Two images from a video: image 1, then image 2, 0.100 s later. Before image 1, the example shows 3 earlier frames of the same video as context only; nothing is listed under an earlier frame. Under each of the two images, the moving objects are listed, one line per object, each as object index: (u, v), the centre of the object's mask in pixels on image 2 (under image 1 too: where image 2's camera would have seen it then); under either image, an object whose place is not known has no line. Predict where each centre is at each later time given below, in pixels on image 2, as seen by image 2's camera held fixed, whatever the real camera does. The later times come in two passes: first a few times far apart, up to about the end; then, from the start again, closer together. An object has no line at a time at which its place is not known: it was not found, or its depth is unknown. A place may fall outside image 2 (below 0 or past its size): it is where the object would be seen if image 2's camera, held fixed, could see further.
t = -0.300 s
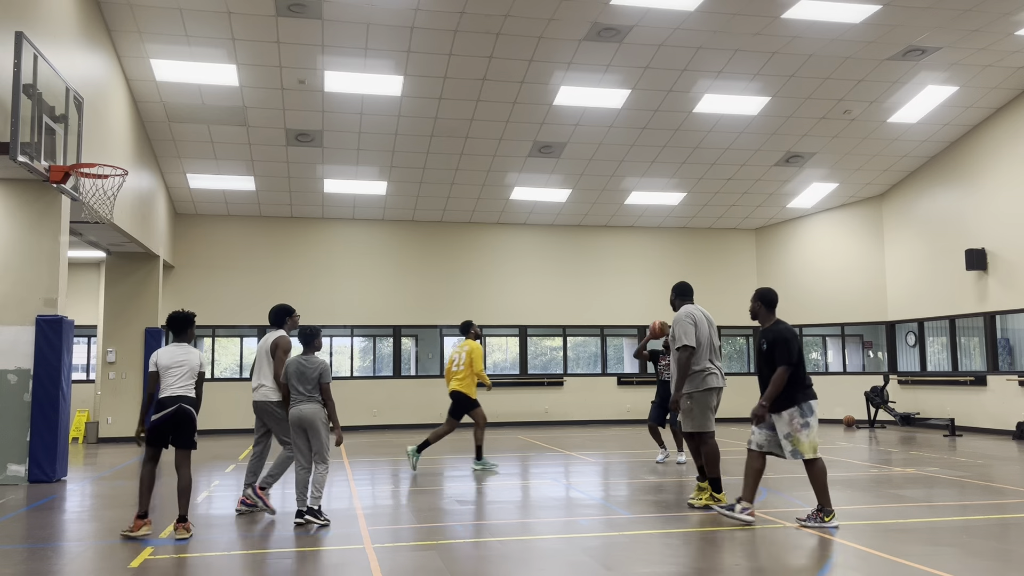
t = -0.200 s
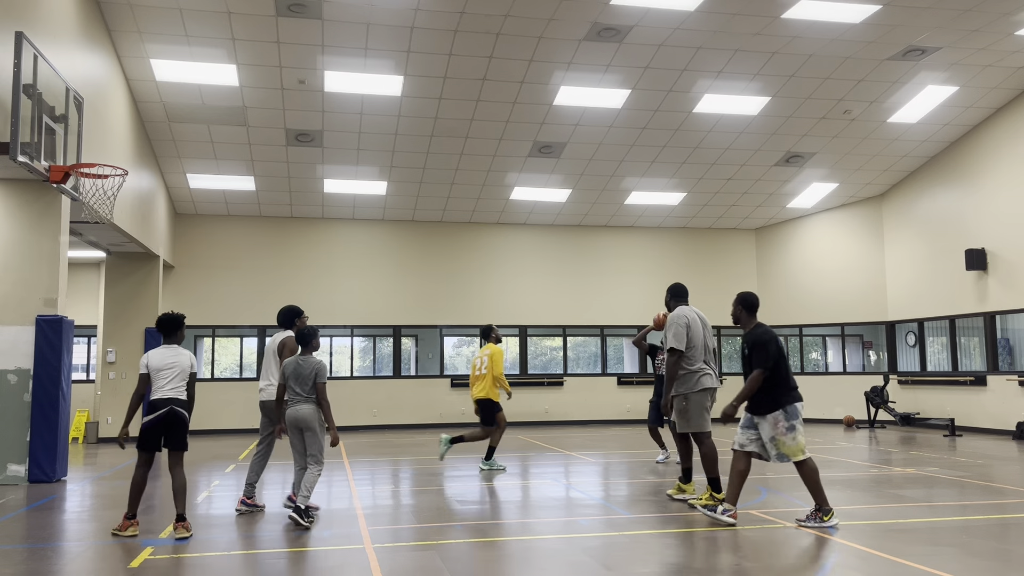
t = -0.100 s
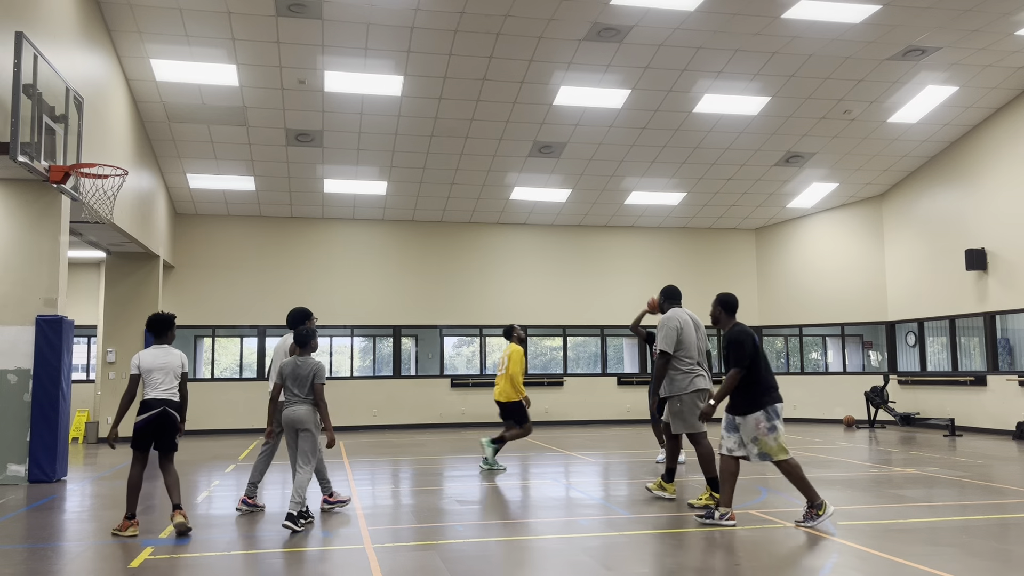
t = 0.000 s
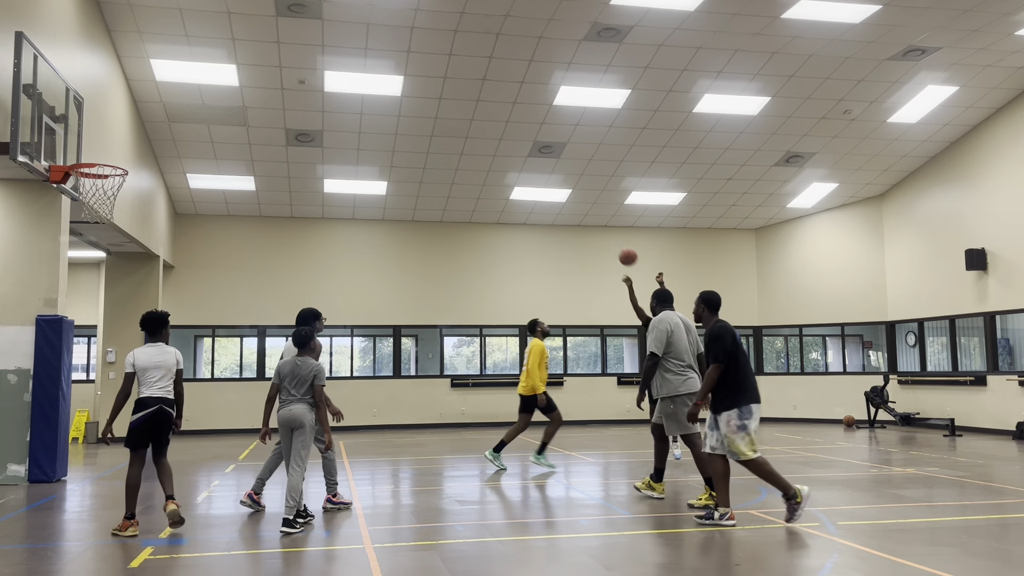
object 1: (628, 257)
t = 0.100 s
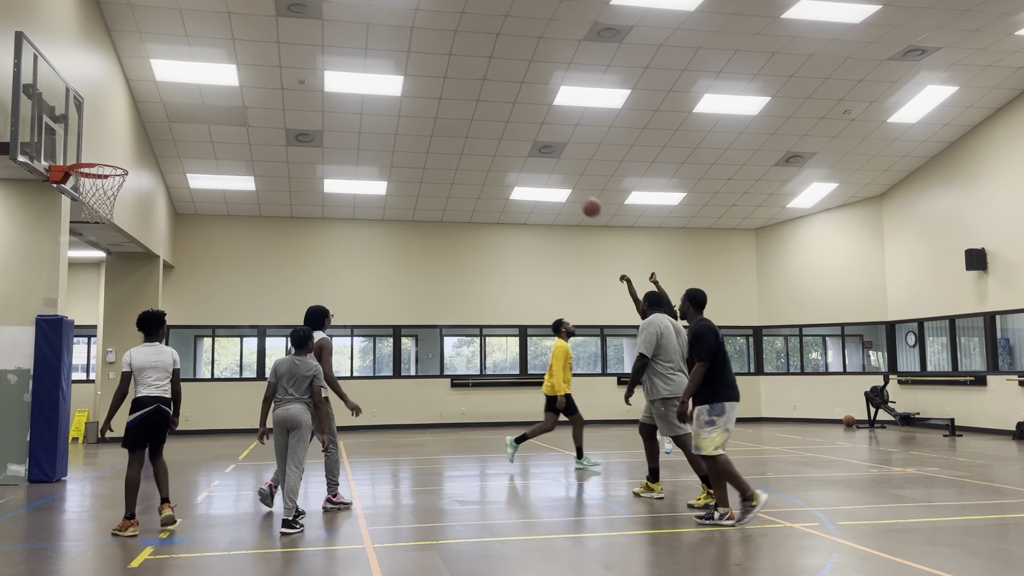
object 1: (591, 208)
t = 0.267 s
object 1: (528, 140)
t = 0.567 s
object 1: (407, 65)
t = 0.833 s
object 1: (288, 60)
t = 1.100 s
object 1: (153, 121)
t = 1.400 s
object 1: (109, 113)
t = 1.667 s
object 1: (176, 107)
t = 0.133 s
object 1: (579, 193)
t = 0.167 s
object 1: (567, 178)
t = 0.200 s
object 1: (554, 164)
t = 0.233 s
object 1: (541, 151)
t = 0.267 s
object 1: (528, 140)
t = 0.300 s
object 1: (515, 129)
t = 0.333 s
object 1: (502, 118)
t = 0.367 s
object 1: (489, 108)
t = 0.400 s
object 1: (475, 99)
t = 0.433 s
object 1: (462, 90)
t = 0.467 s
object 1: (448, 82)
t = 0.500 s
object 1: (435, 76)
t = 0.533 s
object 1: (421, 70)
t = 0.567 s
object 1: (407, 65)
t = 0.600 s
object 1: (394, 61)
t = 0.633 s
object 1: (378, 57)
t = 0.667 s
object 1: (364, 55)
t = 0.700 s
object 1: (349, 54)
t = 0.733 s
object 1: (334, 54)
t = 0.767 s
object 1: (319, 55)
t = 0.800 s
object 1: (304, 57)
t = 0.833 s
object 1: (288, 60)
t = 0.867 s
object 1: (272, 63)
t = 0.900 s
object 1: (255, 68)
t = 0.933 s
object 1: (240, 74)
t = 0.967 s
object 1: (222, 82)
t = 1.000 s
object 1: (205, 90)
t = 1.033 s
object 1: (187, 99)
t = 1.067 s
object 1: (170, 110)
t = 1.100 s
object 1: (153, 121)
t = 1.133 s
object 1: (134, 134)
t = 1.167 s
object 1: (115, 149)
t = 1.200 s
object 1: (98, 164)
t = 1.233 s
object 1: (87, 153)
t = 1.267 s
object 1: (76, 142)
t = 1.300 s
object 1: (81, 133)
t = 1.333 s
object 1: (90, 125)
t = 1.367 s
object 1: (100, 118)
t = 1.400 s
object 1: (109, 113)
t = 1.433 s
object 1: (118, 108)
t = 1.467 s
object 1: (127, 105)
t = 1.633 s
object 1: (168, 104)
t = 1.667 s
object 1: (176, 107)
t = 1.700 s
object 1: (184, 111)
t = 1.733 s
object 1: (192, 116)
